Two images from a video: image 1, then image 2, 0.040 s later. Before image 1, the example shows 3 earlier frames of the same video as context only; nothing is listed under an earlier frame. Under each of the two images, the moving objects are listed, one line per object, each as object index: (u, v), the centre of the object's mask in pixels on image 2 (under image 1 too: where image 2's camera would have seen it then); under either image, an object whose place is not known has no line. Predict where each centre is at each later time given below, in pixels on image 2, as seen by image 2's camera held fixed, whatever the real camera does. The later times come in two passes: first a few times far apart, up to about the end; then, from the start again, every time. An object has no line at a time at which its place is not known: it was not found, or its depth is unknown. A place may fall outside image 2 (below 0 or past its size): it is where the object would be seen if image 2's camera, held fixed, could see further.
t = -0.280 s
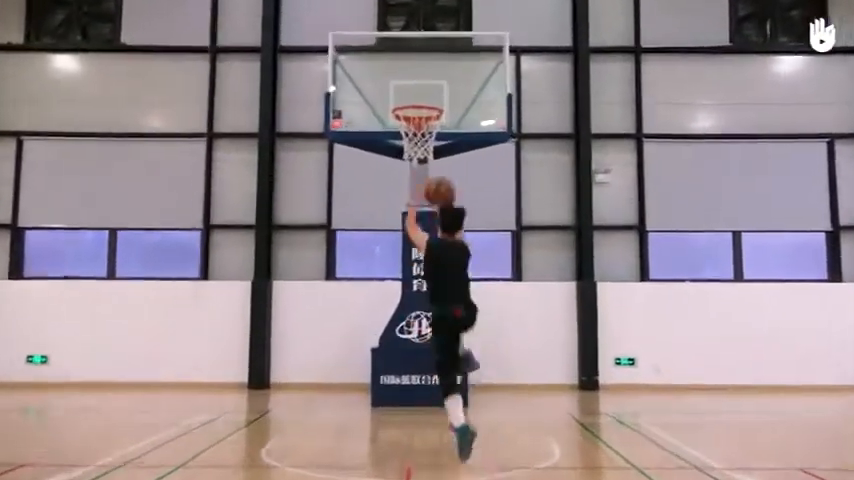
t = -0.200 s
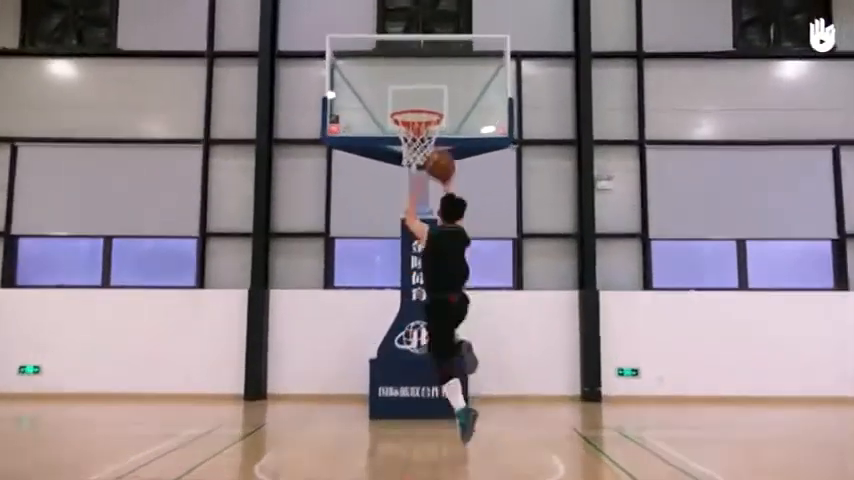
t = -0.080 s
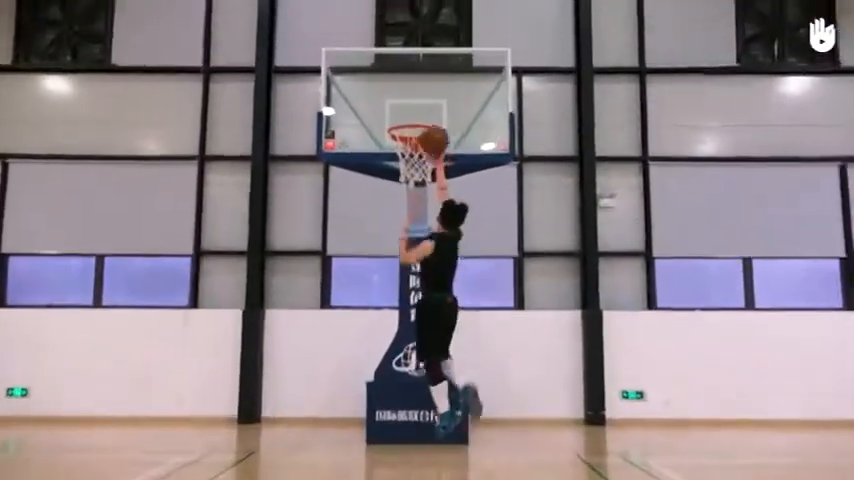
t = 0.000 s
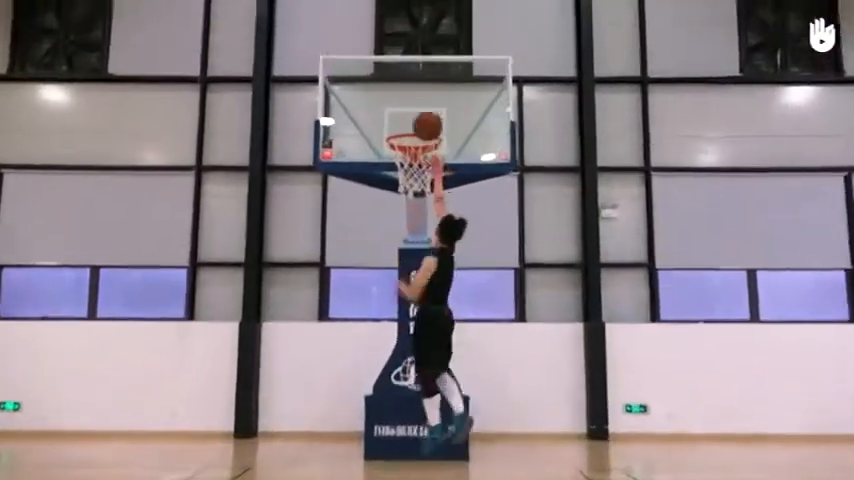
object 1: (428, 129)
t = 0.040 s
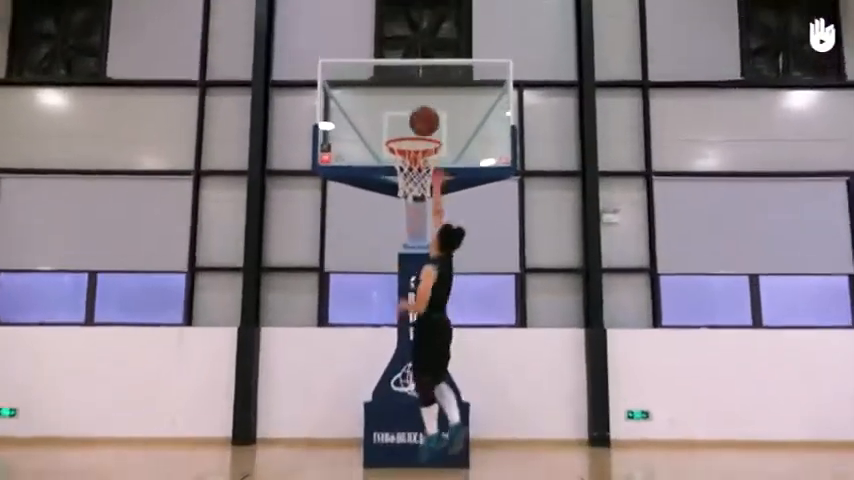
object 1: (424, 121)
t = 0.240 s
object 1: (408, 105)
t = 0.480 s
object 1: (400, 127)
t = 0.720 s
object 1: (426, 142)
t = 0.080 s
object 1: (421, 114)
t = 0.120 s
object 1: (417, 108)
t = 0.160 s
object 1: (414, 106)
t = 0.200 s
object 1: (411, 105)
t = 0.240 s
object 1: (408, 105)
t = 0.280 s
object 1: (405, 106)
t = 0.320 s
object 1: (402, 111)
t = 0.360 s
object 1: (398, 117)
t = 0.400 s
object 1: (395, 122)
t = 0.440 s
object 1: (397, 123)
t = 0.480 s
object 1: (400, 127)
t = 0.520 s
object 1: (403, 134)
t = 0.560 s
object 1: (406, 137)
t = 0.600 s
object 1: (415, 134)
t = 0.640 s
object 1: (420, 139)
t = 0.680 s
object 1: (425, 141)
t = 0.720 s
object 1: (426, 142)
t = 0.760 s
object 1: (427, 144)
